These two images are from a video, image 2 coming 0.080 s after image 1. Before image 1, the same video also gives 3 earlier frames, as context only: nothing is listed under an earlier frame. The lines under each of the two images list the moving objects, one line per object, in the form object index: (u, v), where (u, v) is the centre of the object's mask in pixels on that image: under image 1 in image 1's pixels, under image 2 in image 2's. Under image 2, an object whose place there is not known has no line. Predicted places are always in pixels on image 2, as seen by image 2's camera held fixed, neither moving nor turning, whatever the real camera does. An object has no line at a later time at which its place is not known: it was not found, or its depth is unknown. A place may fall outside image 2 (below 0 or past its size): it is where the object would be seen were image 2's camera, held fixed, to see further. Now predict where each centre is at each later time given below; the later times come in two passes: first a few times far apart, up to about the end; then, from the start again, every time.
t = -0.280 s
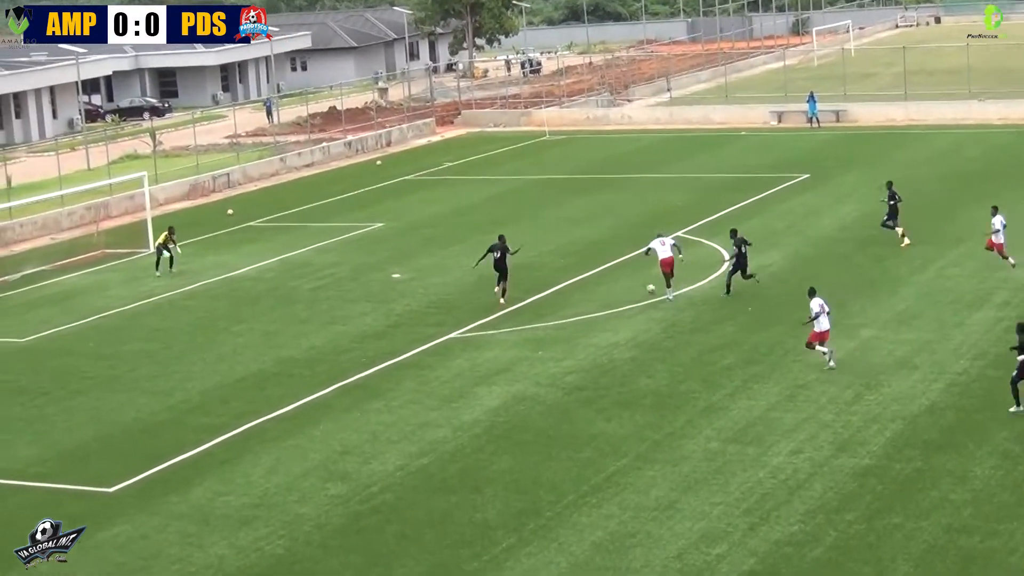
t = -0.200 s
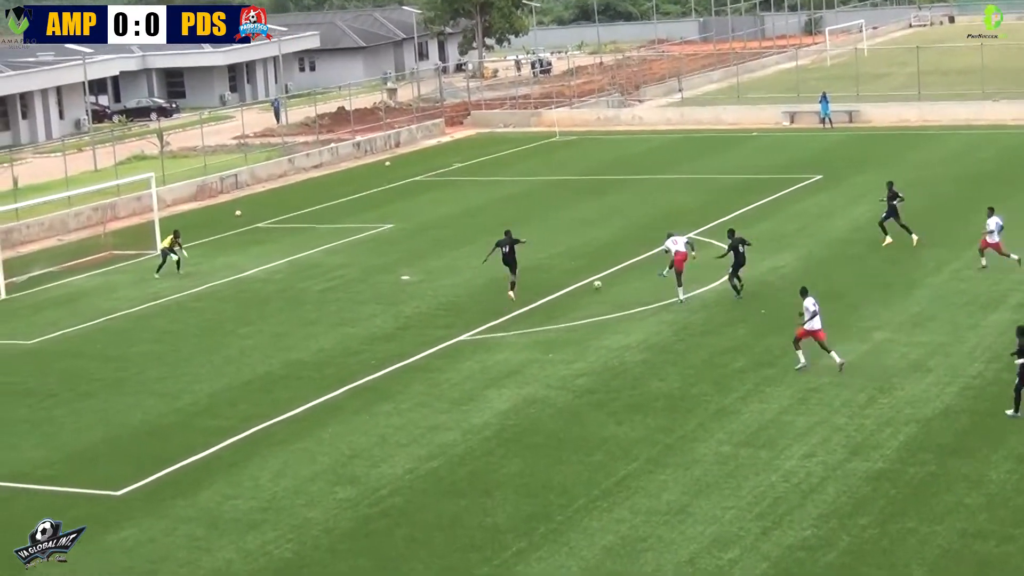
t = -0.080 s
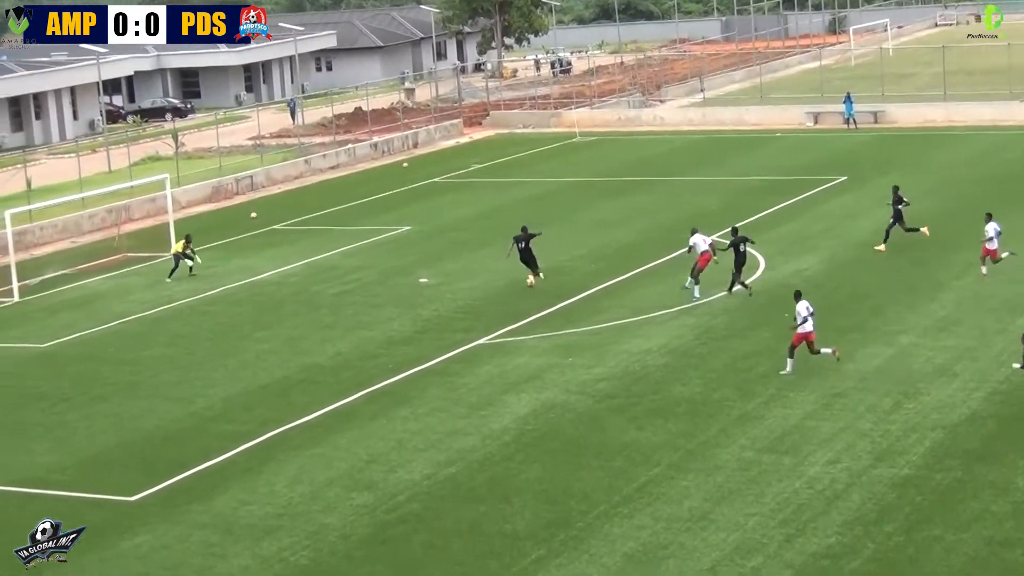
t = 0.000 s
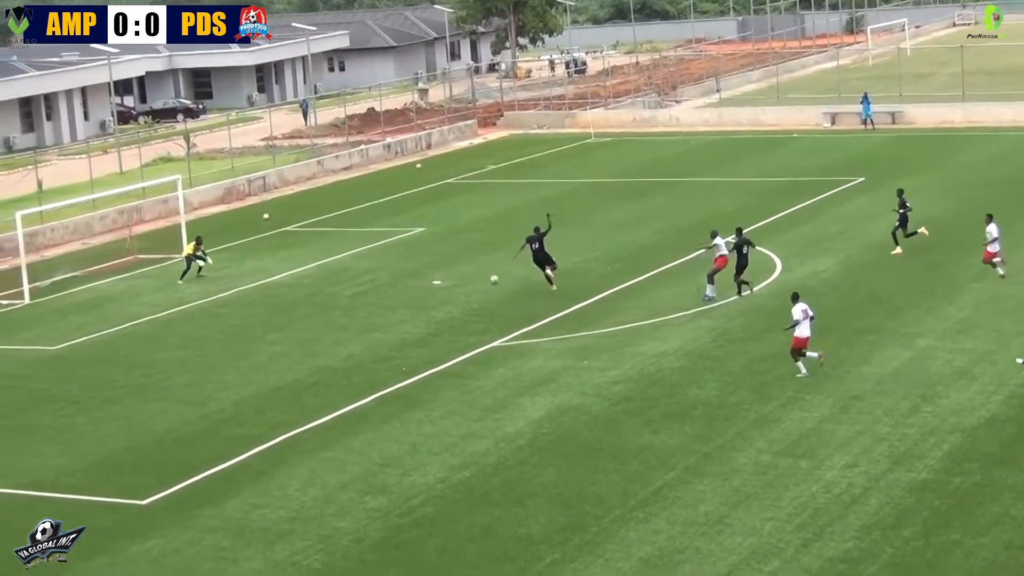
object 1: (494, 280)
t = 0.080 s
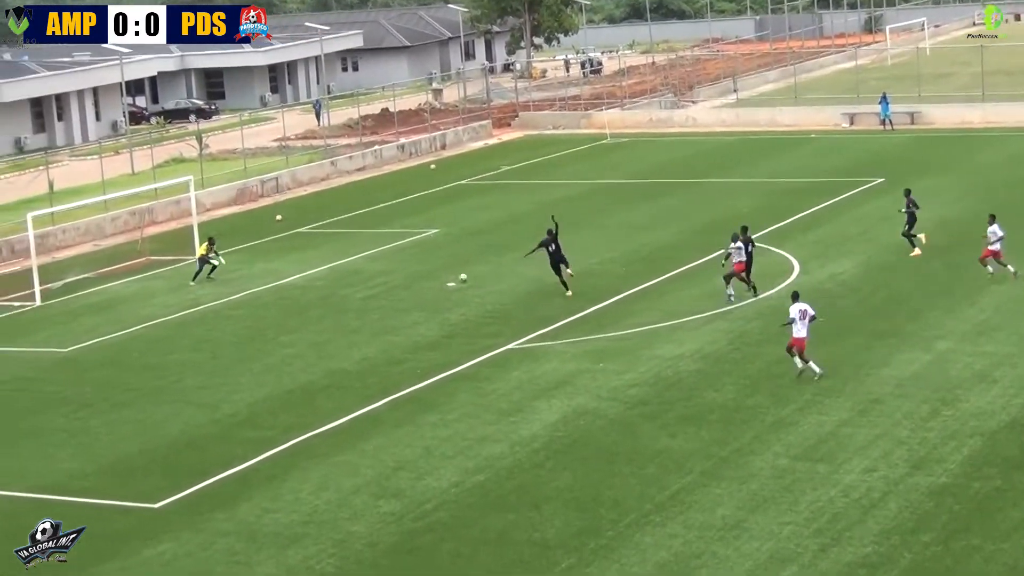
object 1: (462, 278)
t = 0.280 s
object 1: (366, 272)
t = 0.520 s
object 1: (277, 268)
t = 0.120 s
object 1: (442, 275)
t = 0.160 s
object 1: (422, 273)
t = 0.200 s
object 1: (402, 272)
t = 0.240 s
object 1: (384, 272)
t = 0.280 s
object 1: (366, 272)
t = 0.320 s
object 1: (350, 271)
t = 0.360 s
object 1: (334, 271)
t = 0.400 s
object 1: (318, 269)
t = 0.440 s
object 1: (304, 269)
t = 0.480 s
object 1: (289, 269)
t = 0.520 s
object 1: (277, 268)
